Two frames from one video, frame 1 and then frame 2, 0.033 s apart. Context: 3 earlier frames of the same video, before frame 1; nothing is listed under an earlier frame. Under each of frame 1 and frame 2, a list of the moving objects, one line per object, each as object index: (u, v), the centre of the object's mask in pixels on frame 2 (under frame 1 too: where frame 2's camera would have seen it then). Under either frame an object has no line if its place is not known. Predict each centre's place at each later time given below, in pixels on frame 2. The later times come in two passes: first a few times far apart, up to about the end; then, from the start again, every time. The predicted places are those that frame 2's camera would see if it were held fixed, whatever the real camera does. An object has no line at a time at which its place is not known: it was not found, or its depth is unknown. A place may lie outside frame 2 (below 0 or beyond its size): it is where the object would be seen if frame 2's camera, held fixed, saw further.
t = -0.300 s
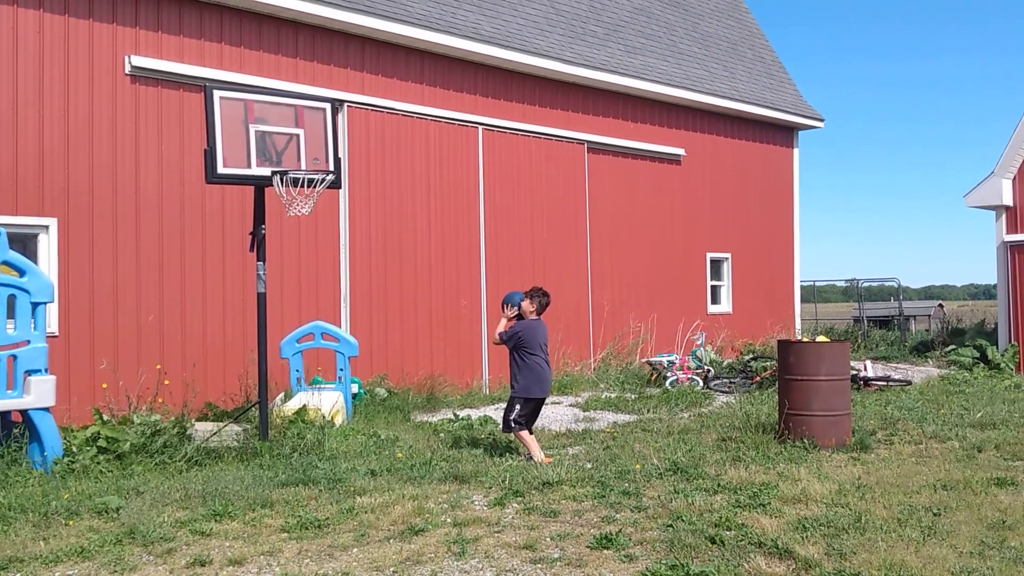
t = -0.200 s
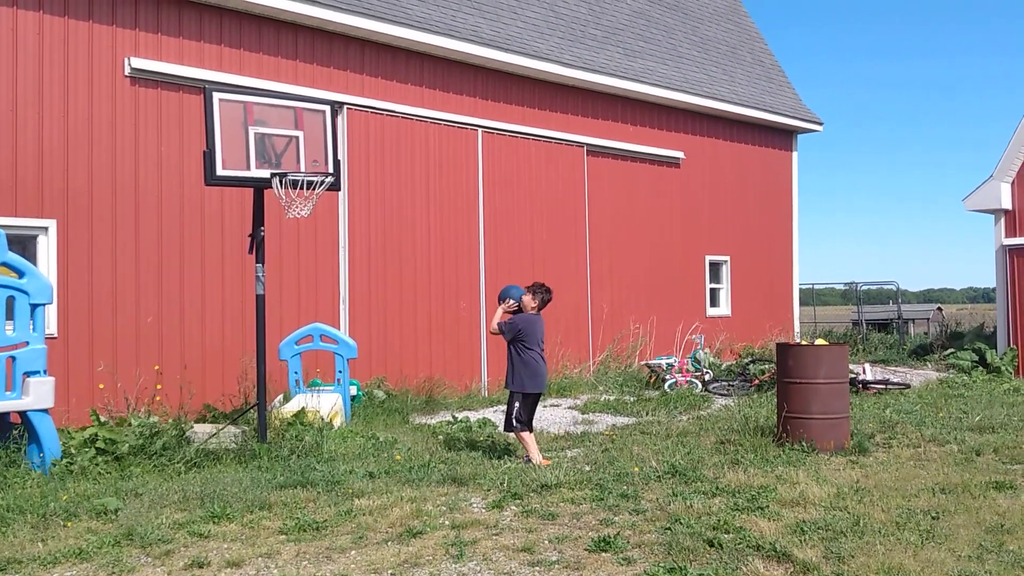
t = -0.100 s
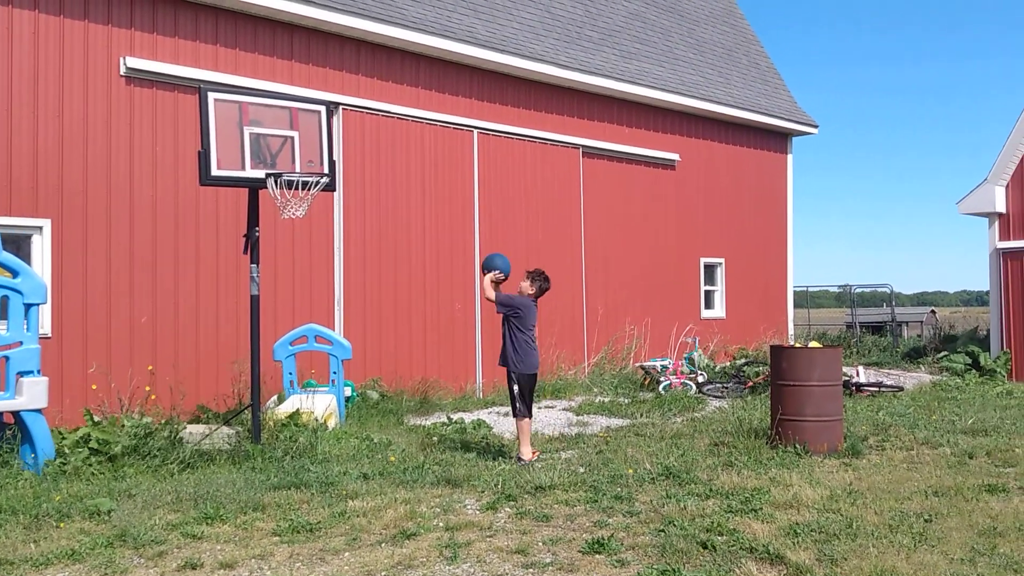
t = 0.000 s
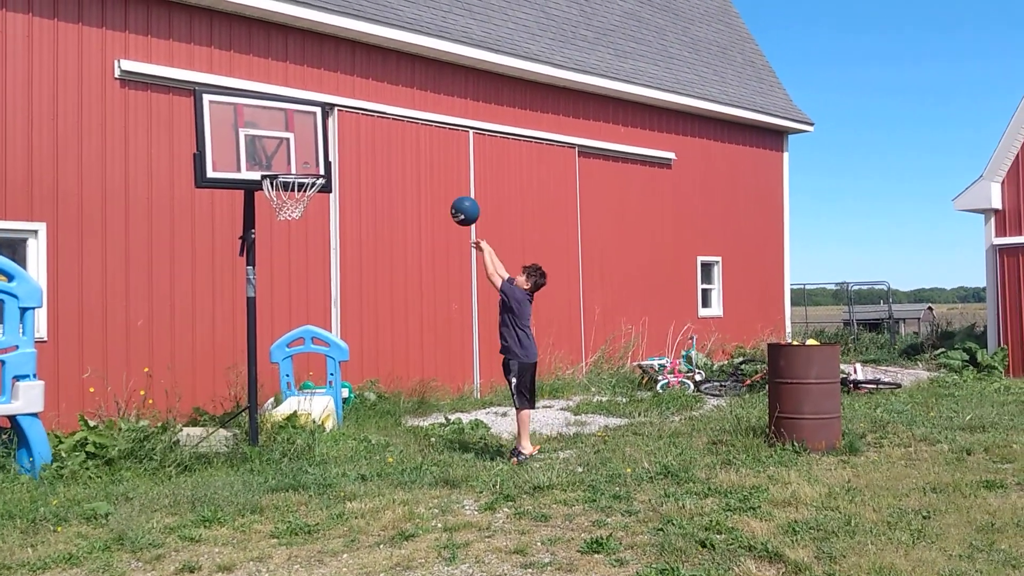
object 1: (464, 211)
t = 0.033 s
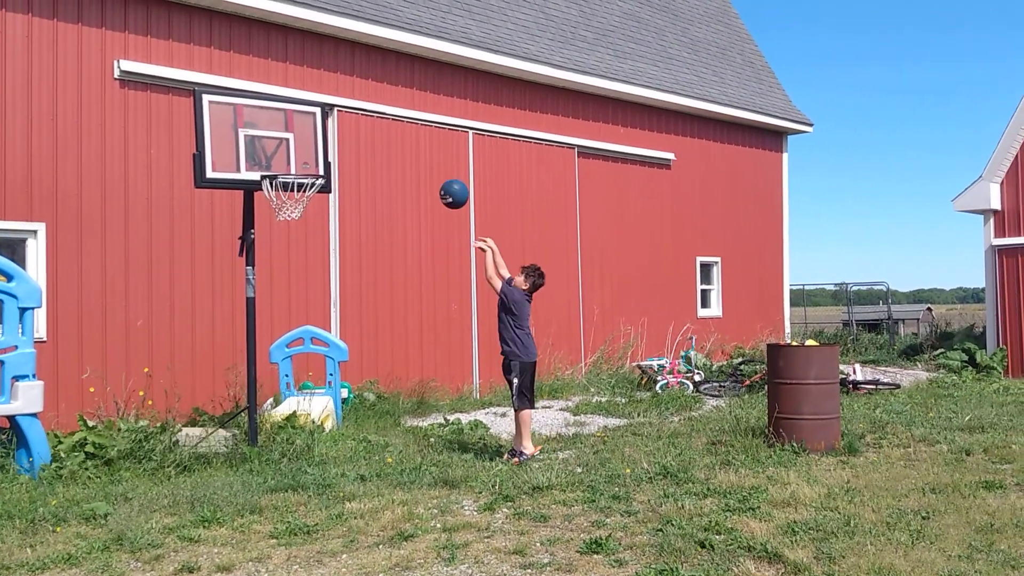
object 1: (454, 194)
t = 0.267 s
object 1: (383, 110)
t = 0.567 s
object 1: (294, 101)
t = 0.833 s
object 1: (270, 163)
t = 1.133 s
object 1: (320, 159)
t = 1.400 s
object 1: (340, 169)
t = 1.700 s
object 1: (370, 263)
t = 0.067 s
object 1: (443, 178)
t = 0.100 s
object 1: (433, 163)
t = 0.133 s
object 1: (423, 150)
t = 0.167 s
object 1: (413, 138)
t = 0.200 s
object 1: (403, 127)
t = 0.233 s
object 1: (393, 118)
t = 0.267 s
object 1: (383, 110)
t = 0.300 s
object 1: (373, 104)
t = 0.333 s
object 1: (362, 99)
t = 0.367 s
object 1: (353, 95)
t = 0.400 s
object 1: (343, 93)
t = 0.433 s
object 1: (333, 92)
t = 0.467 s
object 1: (323, 92)
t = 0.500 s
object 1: (313, 94)
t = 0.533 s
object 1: (303, 97)
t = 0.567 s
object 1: (294, 101)
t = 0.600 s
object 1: (287, 106)
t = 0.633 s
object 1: (285, 111)
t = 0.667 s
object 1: (282, 116)
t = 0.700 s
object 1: (280, 123)
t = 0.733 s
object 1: (278, 131)
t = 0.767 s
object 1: (275, 141)
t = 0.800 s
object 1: (273, 152)
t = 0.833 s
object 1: (270, 163)
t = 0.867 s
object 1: (278, 164)
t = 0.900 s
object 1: (287, 164)
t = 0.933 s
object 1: (297, 165)
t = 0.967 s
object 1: (303, 164)
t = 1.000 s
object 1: (307, 162)
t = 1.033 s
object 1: (311, 160)
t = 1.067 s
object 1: (314, 159)
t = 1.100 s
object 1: (317, 159)
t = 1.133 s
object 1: (320, 159)
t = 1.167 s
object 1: (322, 160)
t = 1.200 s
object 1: (324, 159)
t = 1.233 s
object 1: (326, 159)
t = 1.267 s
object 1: (328, 160)
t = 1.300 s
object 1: (331, 161)
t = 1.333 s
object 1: (334, 162)
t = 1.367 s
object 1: (337, 165)
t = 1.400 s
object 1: (340, 169)
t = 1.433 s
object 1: (343, 174)
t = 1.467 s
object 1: (346, 181)
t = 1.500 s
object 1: (349, 189)
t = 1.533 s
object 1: (352, 198)
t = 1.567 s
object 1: (356, 209)
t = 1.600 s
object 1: (359, 221)
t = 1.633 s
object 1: (362, 234)
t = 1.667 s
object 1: (366, 248)
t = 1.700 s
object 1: (370, 263)
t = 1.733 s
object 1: (373, 279)
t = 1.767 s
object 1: (377, 297)
